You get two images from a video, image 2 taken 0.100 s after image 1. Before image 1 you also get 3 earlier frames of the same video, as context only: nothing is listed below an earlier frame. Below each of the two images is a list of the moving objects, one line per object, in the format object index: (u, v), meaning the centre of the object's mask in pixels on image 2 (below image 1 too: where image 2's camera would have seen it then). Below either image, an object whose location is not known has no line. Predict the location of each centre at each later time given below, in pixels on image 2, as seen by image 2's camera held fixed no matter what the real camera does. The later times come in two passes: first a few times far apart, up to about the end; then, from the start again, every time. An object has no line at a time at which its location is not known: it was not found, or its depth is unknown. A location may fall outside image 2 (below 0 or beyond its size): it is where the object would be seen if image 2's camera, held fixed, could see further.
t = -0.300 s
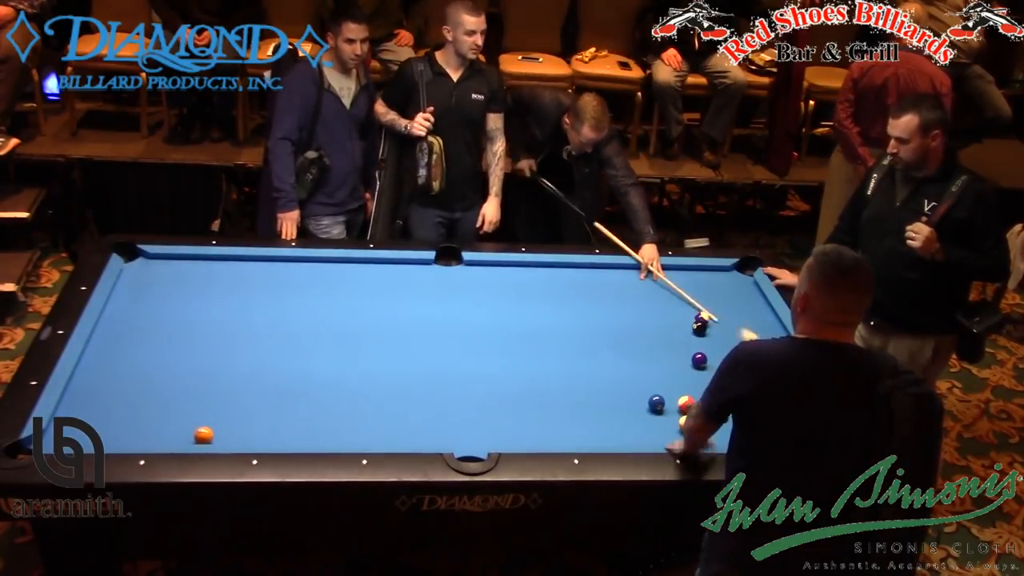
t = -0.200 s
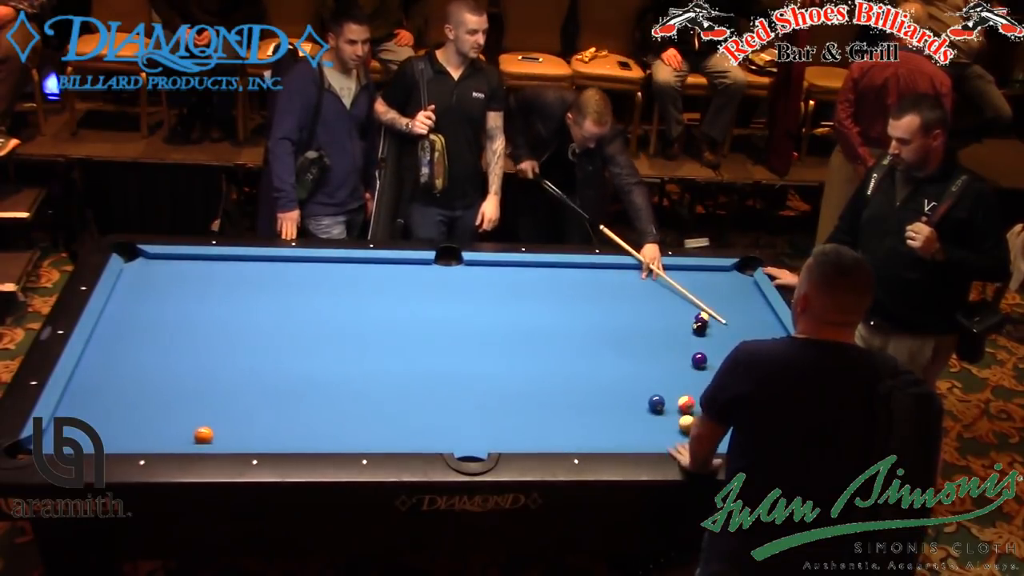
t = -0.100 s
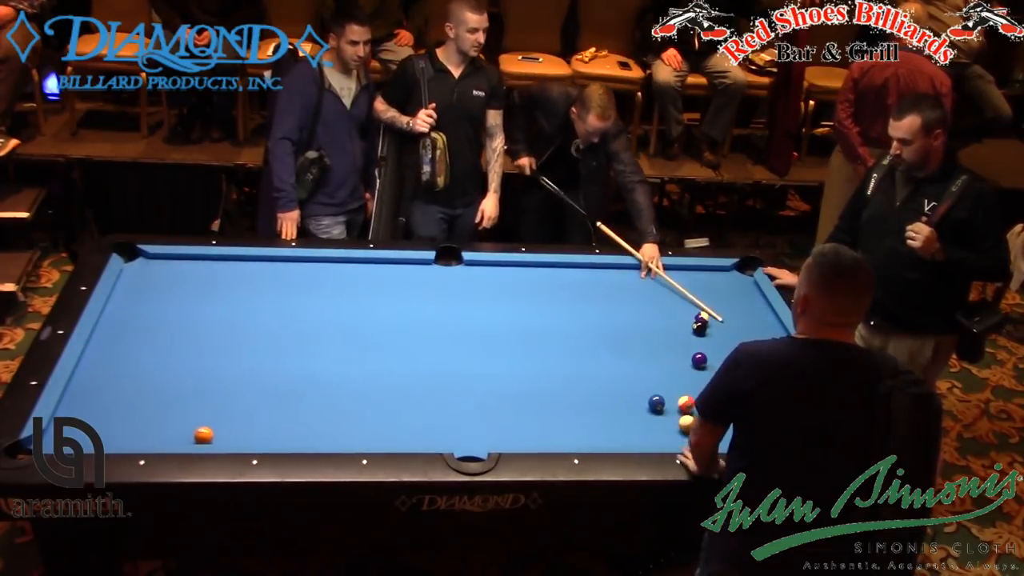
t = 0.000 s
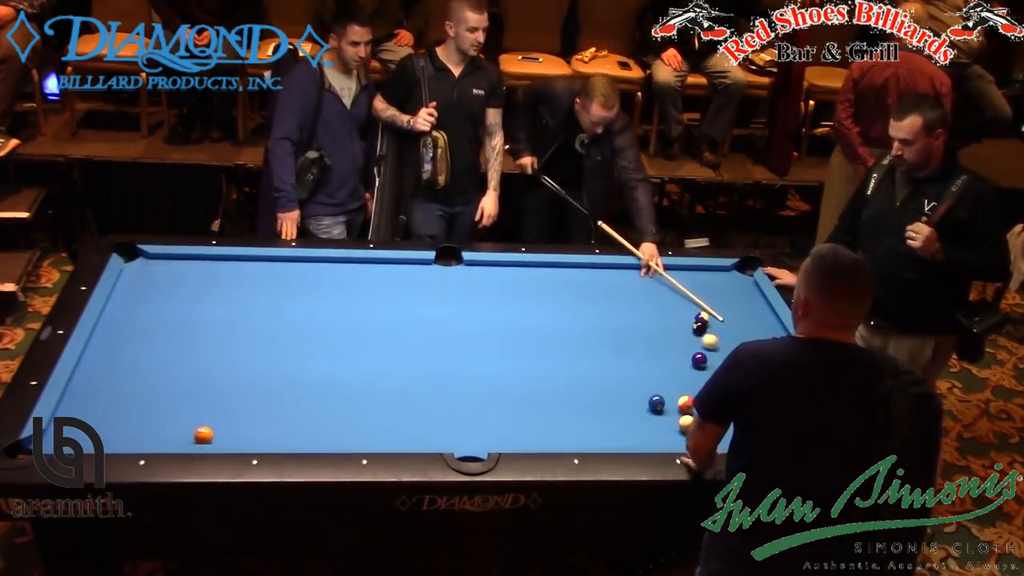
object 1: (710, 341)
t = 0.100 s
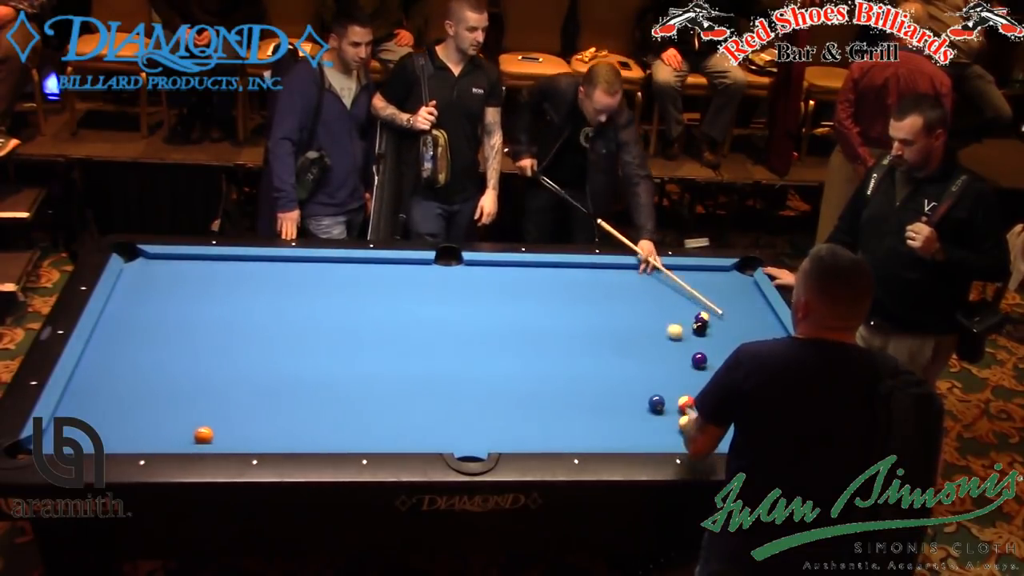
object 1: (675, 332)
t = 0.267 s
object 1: (620, 316)
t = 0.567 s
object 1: (526, 289)
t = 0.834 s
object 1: (449, 268)
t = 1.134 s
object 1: (389, 274)
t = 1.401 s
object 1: (338, 285)
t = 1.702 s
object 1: (279, 297)
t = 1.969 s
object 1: (225, 309)
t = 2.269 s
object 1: (163, 322)
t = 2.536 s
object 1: (107, 333)
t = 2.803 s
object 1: (118, 347)
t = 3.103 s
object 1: (144, 363)
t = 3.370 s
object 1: (166, 376)
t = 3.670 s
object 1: (191, 392)
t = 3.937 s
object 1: (213, 405)
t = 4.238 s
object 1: (236, 419)
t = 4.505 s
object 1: (257, 432)
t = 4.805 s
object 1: (278, 437)
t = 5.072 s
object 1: (294, 434)
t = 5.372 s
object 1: (310, 429)
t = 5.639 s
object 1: (322, 425)
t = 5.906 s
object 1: (333, 422)
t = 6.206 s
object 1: (343, 418)
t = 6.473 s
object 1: (349, 415)
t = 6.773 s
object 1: (355, 413)
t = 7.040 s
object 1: (359, 412)
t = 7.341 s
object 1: (361, 411)
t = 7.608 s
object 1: (362, 411)
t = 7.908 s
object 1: (362, 411)
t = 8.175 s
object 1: (362, 411)
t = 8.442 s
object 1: (362, 410)
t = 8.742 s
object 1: (362, 410)
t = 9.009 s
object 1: (362, 410)
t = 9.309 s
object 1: (362, 410)
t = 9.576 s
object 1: (362, 410)
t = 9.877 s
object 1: (362, 410)
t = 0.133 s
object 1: (664, 329)
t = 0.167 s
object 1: (653, 325)
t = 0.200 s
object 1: (641, 322)
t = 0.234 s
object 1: (630, 319)
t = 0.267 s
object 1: (620, 316)
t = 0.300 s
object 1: (609, 313)
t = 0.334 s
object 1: (598, 310)
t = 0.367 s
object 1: (587, 307)
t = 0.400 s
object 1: (577, 304)
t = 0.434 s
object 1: (566, 301)
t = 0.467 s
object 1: (556, 298)
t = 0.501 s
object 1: (546, 295)
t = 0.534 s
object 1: (536, 292)
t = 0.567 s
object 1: (526, 289)
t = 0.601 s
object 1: (516, 287)
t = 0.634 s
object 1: (507, 284)
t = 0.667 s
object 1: (497, 281)
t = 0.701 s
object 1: (487, 278)
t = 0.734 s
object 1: (477, 276)
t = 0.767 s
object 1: (468, 273)
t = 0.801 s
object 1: (458, 270)
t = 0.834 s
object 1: (449, 268)
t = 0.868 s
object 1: (440, 265)
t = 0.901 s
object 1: (432, 264)
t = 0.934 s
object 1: (426, 266)
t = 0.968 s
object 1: (420, 267)
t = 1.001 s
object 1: (414, 269)
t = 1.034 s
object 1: (408, 270)
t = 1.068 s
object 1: (401, 271)
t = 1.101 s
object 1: (395, 273)
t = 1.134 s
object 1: (389, 274)
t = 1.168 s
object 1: (382, 275)
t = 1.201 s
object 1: (376, 277)
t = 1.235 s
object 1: (370, 278)
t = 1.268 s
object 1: (363, 280)
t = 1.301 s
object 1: (357, 281)
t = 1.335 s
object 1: (350, 282)
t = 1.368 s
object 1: (344, 283)
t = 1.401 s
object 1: (338, 285)
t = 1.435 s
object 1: (331, 286)
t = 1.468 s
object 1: (324, 287)
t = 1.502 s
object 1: (318, 289)
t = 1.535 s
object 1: (312, 290)
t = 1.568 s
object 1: (305, 291)
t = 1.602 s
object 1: (298, 293)
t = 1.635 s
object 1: (292, 294)
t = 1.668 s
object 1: (285, 296)
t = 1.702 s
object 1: (279, 297)
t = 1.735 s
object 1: (272, 299)
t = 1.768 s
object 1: (265, 300)
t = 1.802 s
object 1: (259, 301)
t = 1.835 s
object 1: (252, 303)
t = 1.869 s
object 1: (245, 304)
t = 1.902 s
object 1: (238, 306)
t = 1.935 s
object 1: (232, 307)
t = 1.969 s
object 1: (225, 309)
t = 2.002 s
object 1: (218, 310)
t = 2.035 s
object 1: (211, 311)
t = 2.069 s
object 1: (204, 313)
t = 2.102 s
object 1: (198, 314)
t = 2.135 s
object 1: (190, 316)
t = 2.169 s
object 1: (184, 317)
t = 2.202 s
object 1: (177, 319)
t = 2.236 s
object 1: (170, 320)
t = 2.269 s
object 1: (163, 322)
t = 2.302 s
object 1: (156, 323)
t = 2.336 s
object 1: (149, 324)
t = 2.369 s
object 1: (142, 326)
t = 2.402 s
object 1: (135, 327)
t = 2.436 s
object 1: (128, 329)
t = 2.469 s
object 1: (121, 330)
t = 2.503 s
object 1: (114, 332)
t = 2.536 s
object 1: (107, 333)
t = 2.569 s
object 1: (100, 335)
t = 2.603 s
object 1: (99, 336)
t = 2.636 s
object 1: (103, 338)
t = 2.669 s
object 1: (106, 340)
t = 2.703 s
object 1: (110, 342)
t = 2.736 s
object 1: (112, 343)
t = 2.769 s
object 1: (115, 345)
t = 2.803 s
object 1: (118, 347)
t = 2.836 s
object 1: (121, 349)
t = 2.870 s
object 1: (124, 350)
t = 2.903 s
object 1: (127, 352)
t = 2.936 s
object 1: (129, 354)
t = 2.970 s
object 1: (132, 356)
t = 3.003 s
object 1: (135, 357)
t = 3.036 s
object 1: (138, 359)
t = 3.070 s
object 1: (141, 361)
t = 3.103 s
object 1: (144, 363)
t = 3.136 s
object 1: (147, 365)
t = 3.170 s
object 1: (149, 366)
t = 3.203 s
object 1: (152, 368)
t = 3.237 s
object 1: (155, 370)
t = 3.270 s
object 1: (158, 371)
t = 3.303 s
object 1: (161, 373)
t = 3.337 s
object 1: (163, 375)
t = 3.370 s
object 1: (166, 376)
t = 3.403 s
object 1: (169, 378)
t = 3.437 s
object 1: (172, 380)
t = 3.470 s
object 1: (175, 382)
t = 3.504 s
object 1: (177, 383)
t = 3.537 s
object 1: (180, 385)
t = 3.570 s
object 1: (183, 387)
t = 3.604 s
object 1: (185, 389)
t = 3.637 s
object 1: (189, 390)
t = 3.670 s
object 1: (191, 392)
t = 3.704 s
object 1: (194, 393)
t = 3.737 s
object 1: (197, 395)
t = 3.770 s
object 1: (199, 397)
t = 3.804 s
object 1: (202, 398)
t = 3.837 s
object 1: (205, 400)
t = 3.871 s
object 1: (208, 402)
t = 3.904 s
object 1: (210, 403)
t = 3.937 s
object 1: (213, 405)
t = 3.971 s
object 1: (216, 406)
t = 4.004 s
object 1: (218, 408)
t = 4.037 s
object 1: (221, 410)
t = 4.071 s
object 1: (223, 412)
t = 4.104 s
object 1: (226, 413)
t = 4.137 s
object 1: (229, 415)
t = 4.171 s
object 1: (231, 416)
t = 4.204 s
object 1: (234, 418)
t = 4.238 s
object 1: (236, 419)
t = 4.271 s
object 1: (239, 421)
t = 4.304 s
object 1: (242, 422)
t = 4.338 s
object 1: (244, 424)
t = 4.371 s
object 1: (247, 425)
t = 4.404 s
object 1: (249, 427)
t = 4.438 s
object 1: (252, 429)
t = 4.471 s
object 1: (254, 430)
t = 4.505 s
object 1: (257, 432)
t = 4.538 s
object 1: (259, 433)
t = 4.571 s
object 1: (262, 434)
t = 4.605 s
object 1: (264, 435)
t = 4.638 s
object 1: (267, 435)
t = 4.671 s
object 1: (269, 436)
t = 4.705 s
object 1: (272, 437)
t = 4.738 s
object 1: (274, 438)
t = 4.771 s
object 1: (276, 437)
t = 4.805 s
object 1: (278, 437)
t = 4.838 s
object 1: (281, 436)
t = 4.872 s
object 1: (283, 436)
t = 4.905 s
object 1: (285, 436)
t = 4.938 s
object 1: (287, 435)
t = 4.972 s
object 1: (289, 435)
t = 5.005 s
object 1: (291, 435)
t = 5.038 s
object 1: (292, 434)
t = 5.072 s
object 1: (294, 434)
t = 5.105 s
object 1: (296, 433)
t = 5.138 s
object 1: (298, 433)
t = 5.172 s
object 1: (300, 433)
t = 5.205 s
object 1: (302, 432)
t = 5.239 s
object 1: (303, 432)
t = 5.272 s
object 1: (305, 431)
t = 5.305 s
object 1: (307, 431)
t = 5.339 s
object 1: (309, 431)
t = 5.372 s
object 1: (310, 429)
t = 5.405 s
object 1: (312, 429)
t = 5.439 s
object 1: (314, 428)
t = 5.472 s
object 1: (315, 428)
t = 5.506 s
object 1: (317, 428)
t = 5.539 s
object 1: (318, 427)
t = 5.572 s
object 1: (320, 426)
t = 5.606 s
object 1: (321, 426)
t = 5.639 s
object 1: (322, 425)
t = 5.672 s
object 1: (324, 425)
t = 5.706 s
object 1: (325, 425)
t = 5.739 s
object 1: (327, 424)
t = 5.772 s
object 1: (328, 423)
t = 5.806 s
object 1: (329, 423)
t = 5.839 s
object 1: (331, 423)
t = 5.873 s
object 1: (332, 422)
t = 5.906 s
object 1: (333, 422)
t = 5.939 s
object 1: (334, 421)
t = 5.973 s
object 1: (335, 421)
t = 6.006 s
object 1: (336, 420)
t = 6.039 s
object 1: (338, 420)
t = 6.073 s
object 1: (339, 419)
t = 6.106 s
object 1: (340, 419)
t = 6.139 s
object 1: (341, 418)
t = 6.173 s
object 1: (342, 418)
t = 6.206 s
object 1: (343, 418)
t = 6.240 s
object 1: (343, 417)
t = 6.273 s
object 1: (344, 417)
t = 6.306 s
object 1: (345, 417)
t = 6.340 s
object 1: (346, 416)
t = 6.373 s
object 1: (347, 416)
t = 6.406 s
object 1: (348, 416)
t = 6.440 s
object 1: (349, 415)
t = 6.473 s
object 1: (349, 415)
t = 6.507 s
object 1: (350, 415)
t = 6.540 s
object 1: (351, 415)
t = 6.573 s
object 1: (352, 414)
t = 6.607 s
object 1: (352, 414)
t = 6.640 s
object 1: (353, 414)
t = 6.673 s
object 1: (353, 414)
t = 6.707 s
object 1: (354, 413)
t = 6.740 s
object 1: (355, 413)
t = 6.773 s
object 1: (355, 413)
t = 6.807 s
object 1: (356, 413)
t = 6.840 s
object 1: (356, 413)
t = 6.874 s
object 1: (357, 412)
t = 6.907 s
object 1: (357, 412)
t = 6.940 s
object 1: (358, 412)
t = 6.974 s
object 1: (358, 412)
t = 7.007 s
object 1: (359, 412)
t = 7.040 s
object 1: (359, 412)
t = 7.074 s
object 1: (359, 411)
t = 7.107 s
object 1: (360, 411)
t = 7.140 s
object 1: (360, 411)
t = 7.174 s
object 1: (360, 411)
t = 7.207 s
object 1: (361, 411)
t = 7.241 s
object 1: (361, 411)
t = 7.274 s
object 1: (361, 411)
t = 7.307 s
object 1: (361, 411)
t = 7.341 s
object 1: (361, 411)
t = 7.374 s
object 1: (361, 411)
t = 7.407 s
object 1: (362, 411)
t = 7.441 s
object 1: (362, 411)
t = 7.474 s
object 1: (362, 411)
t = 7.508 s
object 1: (362, 411)
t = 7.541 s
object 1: (362, 411)
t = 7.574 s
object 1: (362, 411)
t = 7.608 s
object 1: (362, 411)
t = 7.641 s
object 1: (362, 411)
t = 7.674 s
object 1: (362, 411)
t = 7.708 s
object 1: (362, 411)
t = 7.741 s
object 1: (362, 411)
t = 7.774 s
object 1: (362, 411)
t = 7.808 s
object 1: (362, 411)
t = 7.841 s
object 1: (362, 411)
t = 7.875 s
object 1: (362, 411)
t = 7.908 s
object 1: (362, 411)
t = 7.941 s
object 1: (362, 411)
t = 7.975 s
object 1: (362, 411)
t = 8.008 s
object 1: (362, 411)
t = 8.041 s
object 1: (362, 411)
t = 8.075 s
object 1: (362, 411)
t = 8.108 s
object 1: (362, 411)
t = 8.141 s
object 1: (362, 411)
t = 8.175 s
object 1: (362, 411)
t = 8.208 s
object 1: (362, 411)
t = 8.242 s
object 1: (362, 411)
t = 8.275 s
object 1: (362, 411)
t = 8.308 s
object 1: (362, 411)
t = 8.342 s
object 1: (362, 411)
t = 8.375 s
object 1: (362, 410)
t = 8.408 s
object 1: (362, 410)
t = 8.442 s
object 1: (362, 410)
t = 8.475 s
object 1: (362, 410)
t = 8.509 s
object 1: (362, 410)
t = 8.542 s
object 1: (362, 410)
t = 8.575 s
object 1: (362, 410)
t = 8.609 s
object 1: (362, 410)
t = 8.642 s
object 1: (362, 410)
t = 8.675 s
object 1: (362, 410)
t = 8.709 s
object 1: (362, 410)
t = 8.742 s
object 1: (362, 410)
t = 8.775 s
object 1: (362, 410)
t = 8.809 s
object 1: (362, 410)
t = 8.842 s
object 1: (362, 410)
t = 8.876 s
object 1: (362, 410)
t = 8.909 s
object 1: (362, 410)
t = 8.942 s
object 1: (362, 410)
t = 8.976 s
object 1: (362, 410)
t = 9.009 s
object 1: (362, 410)
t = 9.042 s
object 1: (362, 410)
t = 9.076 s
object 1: (362, 410)
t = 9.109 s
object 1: (362, 410)
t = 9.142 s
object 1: (362, 410)
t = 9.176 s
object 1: (362, 410)
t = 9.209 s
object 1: (362, 410)
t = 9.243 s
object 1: (362, 410)
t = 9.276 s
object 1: (362, 410)
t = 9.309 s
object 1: (362, 410)
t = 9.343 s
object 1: (362, 410)
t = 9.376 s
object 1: (362, 410)
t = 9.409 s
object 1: (362, 410)
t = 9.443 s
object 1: (362, 410)
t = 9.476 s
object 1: (362, 410)
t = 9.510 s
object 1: (362, 410)
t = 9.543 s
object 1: (362, 410)
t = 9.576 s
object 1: (362, 410)
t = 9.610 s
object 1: (362, 410)
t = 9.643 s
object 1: (362, 410)
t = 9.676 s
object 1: (362, 410)
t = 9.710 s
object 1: (362, 410)
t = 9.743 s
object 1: (362, 410)
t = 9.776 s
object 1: (362, 410)
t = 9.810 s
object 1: (362, 410)
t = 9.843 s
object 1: (362, 410)
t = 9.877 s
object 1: (362, 410)
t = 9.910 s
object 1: (362, 410)
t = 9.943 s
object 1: (362, 410)
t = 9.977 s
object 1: (362, 410)
